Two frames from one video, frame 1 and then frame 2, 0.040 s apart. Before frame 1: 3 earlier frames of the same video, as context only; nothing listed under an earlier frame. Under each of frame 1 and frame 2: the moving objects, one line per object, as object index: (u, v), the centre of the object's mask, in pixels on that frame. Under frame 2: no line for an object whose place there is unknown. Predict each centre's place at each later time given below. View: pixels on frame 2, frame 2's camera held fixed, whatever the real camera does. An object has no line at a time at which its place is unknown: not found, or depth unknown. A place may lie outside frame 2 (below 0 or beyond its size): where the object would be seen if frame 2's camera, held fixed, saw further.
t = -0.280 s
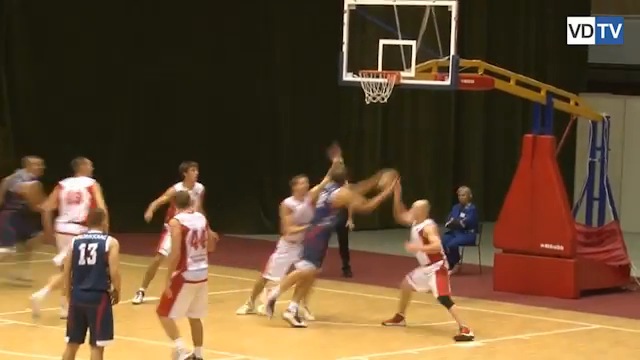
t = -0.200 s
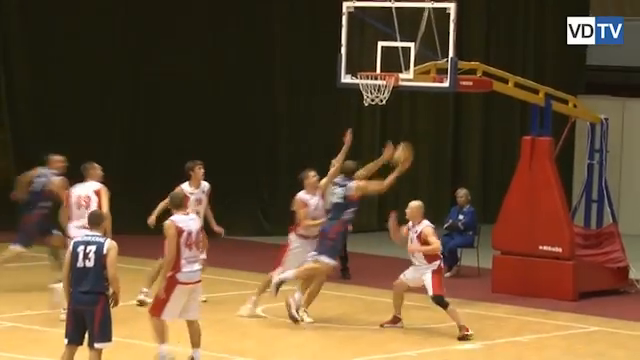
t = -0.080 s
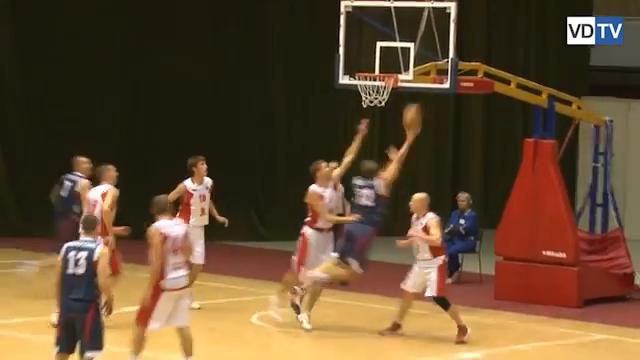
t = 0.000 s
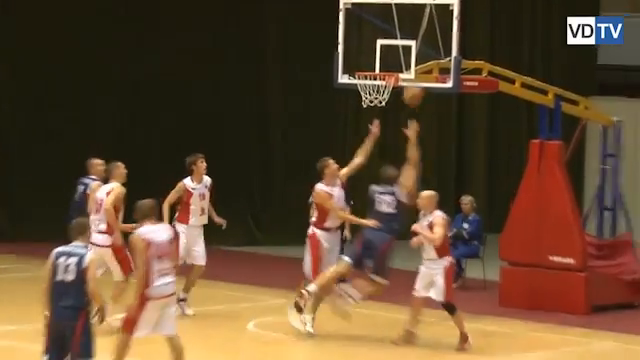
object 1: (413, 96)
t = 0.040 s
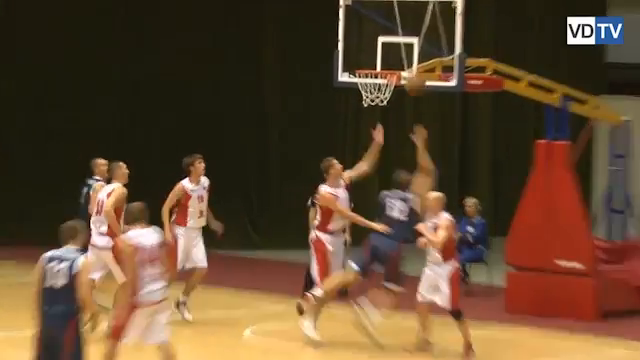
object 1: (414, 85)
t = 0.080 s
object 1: (415, 70)
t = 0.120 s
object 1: (414, 62)
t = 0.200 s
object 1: (413, 52)
